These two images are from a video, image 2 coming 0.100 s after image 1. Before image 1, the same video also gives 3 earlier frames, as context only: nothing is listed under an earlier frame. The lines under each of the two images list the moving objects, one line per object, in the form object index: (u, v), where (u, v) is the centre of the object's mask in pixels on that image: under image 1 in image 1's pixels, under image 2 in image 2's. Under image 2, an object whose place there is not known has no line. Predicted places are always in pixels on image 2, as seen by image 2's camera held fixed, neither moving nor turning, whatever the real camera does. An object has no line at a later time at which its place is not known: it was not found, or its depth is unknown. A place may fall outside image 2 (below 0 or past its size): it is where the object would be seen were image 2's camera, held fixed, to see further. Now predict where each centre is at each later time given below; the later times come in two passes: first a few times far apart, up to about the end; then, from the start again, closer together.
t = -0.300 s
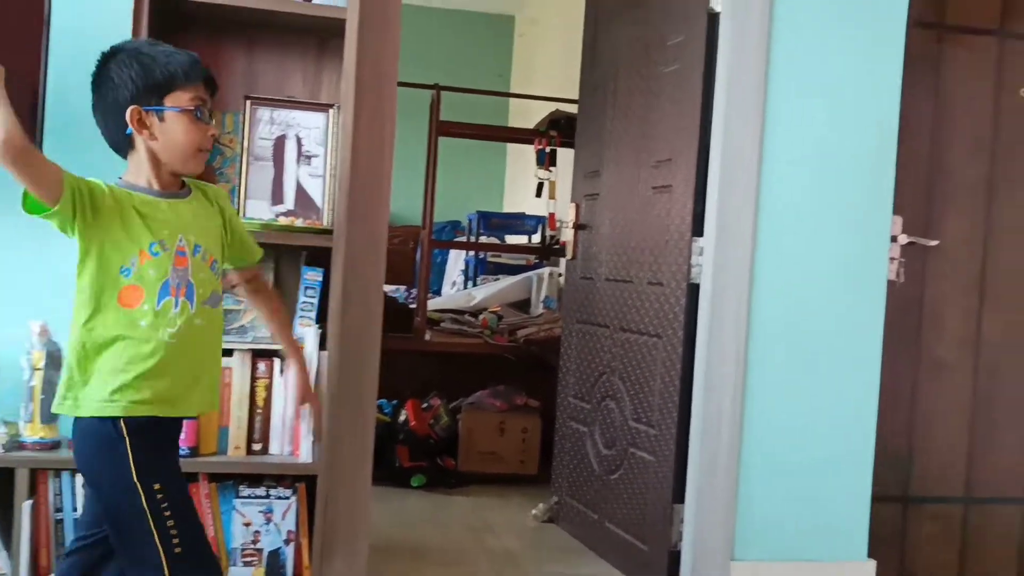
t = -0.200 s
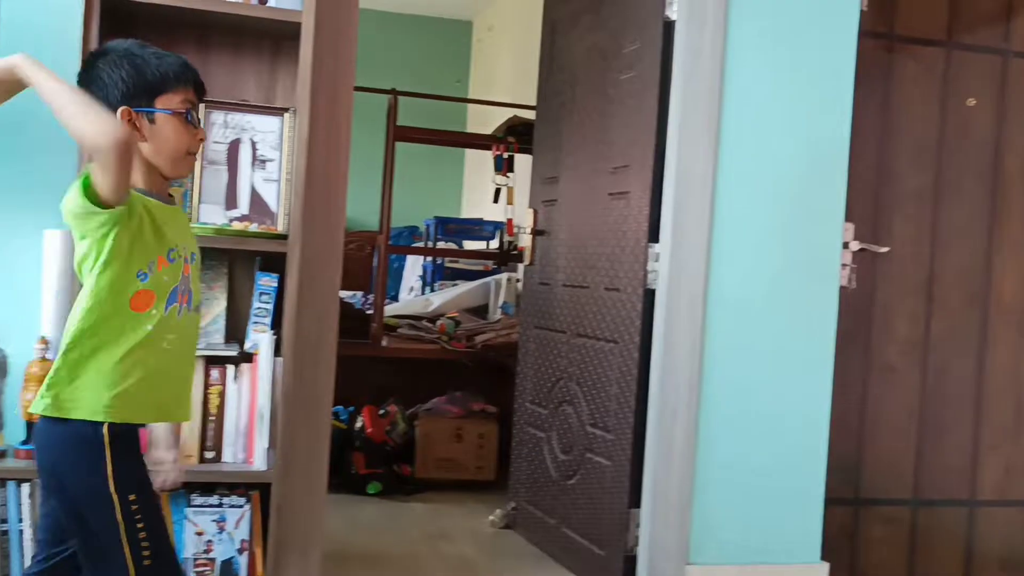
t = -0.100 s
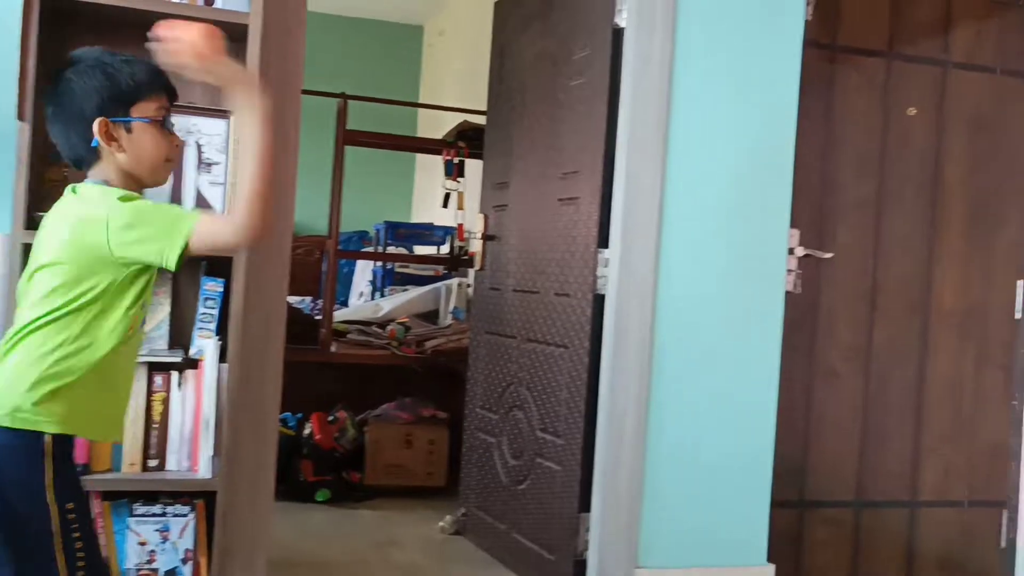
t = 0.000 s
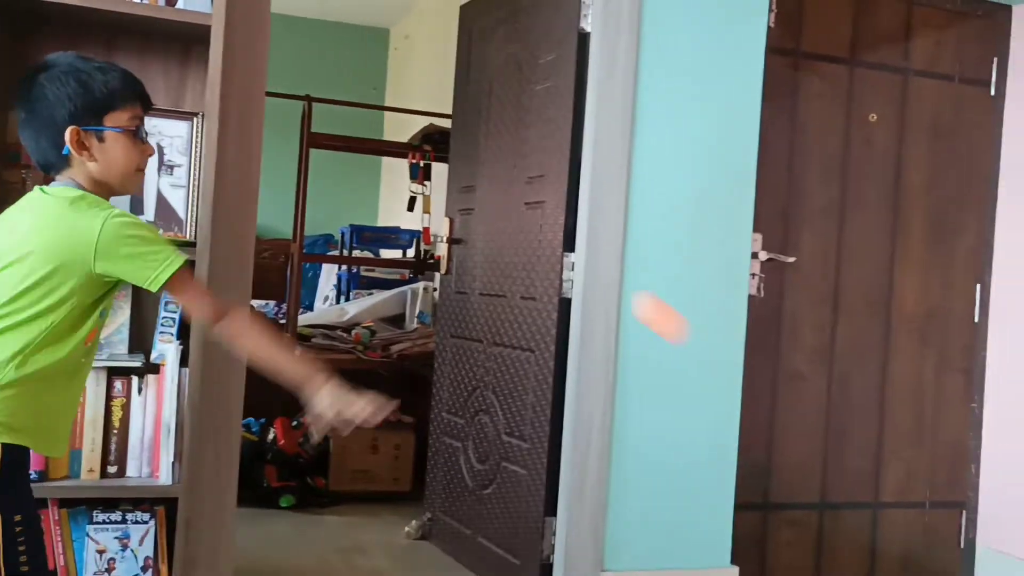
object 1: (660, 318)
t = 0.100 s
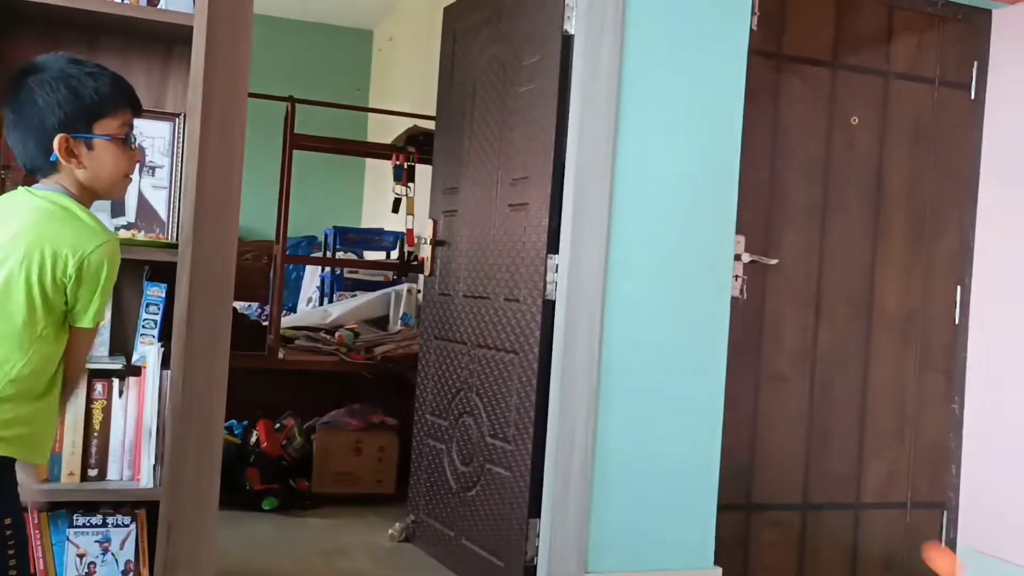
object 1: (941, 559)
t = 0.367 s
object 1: (992, 457)
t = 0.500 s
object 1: (799, 406)
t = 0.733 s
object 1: (451, 461)
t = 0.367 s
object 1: (992, 457)
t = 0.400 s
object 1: (944, 439)
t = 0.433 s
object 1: (896, 424)
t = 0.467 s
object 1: (848, 413)
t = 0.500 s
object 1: (799, 406)
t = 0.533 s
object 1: (750, 402)
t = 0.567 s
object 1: (701, 403)
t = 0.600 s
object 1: (651, 407)
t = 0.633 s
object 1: (601, 416)
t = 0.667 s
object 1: (549, 428)
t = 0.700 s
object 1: (501, 442)
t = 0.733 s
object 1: (451, 461)
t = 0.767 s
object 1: (401, 484)
